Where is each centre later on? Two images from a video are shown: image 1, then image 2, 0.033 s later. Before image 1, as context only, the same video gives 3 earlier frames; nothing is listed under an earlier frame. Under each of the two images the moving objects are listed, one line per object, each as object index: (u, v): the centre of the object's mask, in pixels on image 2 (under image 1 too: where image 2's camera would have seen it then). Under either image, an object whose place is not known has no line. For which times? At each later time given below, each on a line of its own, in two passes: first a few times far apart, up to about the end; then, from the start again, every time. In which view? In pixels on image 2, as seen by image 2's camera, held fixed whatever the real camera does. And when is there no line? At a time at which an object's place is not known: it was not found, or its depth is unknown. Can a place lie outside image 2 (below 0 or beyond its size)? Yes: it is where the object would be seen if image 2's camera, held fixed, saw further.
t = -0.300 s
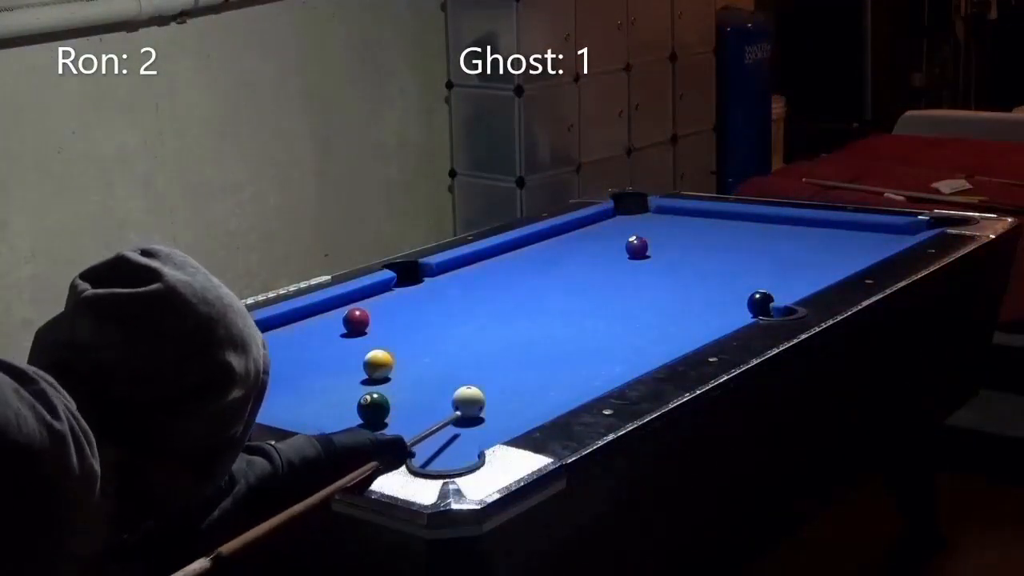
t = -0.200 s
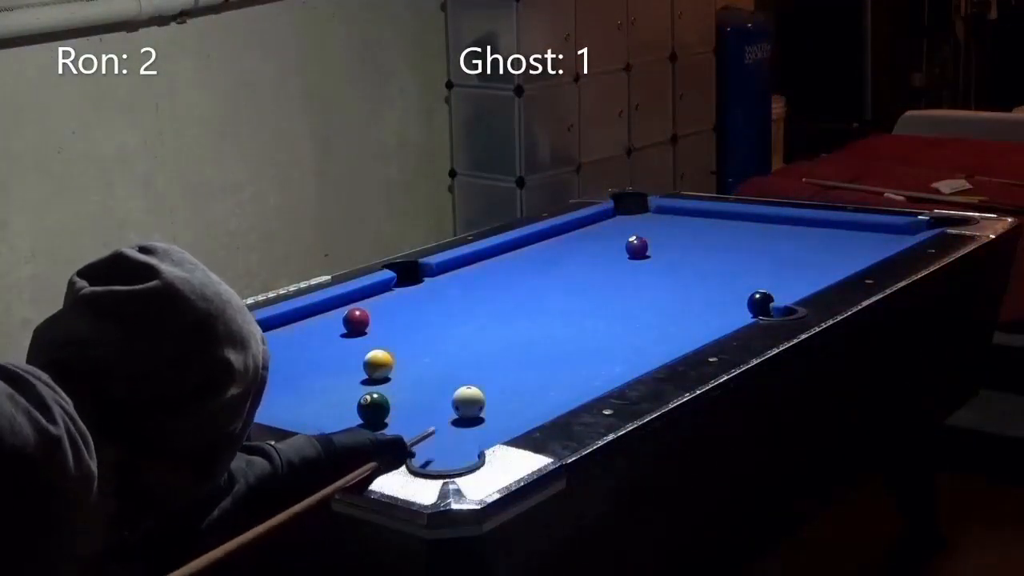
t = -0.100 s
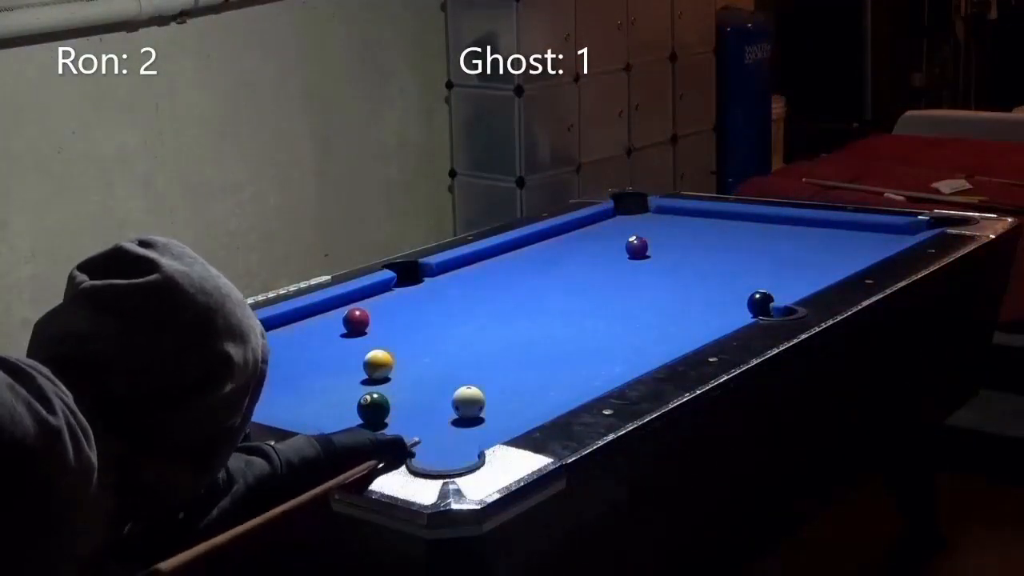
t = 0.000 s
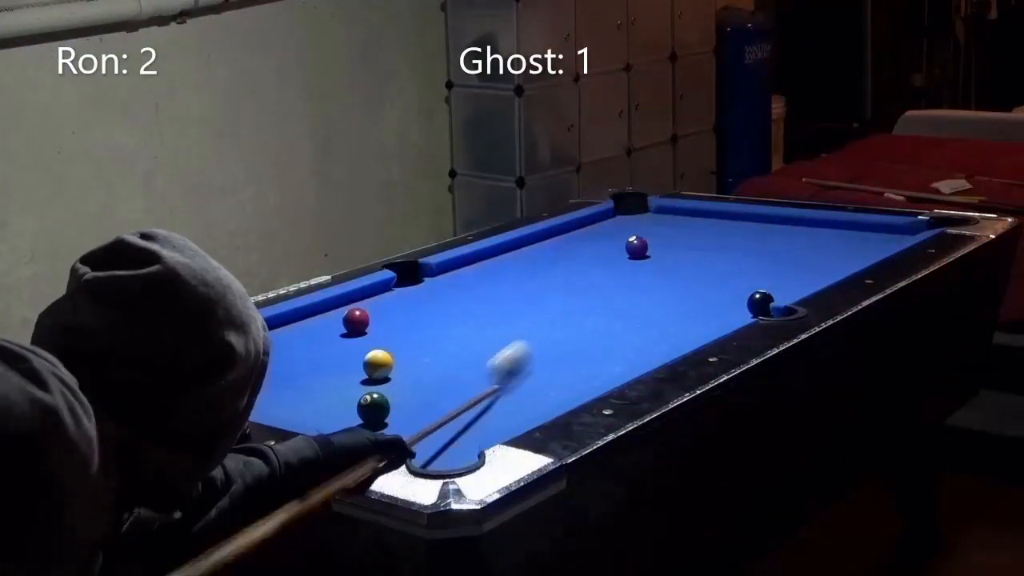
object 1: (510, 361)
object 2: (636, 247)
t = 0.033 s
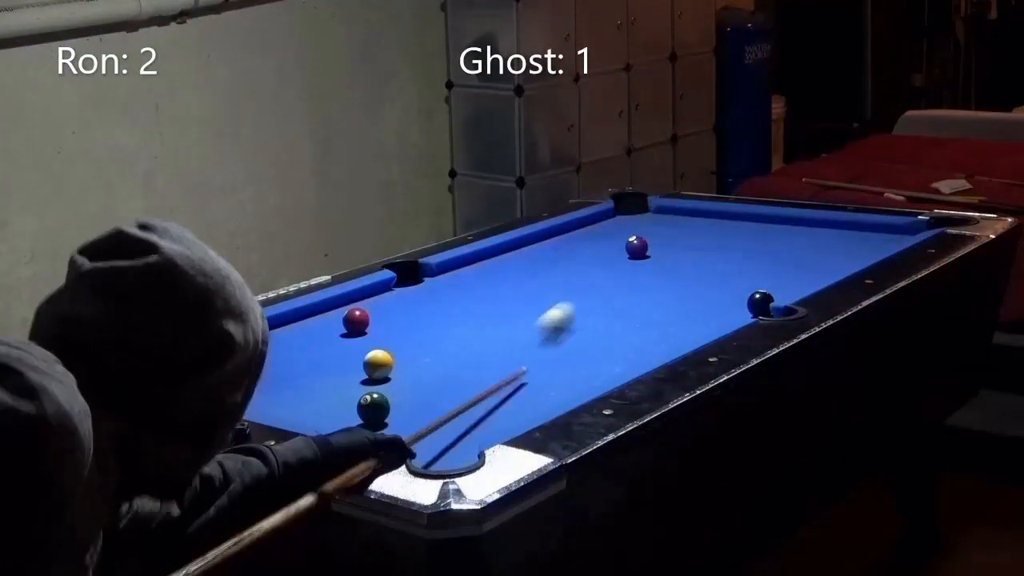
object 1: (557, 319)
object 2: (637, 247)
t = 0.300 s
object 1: (747, 231)
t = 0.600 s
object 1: (837, 242)
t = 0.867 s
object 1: (806, 265)
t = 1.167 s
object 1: (688, 282)
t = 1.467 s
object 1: (586, 297)
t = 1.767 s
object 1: (491, 311)
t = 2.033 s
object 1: (419, 321)
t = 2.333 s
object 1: (352, 331)
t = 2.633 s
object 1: (303, 338)
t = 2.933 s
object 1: (273, 343)
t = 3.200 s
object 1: (260, 344)
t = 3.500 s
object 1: (259, 344)
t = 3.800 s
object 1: (259, 344)
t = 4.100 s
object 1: (259, 344)
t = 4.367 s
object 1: (259, 344)
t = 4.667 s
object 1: (259, 344)
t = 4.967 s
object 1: (259, 344)
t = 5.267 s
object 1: (259, 344)
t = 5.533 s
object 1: (259, 344)
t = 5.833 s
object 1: (259, 344)
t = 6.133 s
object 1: (259, 344)
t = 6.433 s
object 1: (259, 344)
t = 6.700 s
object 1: (259, 344)
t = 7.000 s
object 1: (259, 344)
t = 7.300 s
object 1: (259, 344)
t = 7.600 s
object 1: (259, 344)
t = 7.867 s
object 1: (259, 344)
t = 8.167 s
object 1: (259, 344)
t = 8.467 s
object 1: (259, 344)
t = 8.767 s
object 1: (259, 344)
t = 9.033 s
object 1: (259, 345)
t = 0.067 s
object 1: (595, 285)
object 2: (637, 247)
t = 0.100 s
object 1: (624, 258)
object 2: (638, 244)
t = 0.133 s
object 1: (648, 250)
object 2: (639, 231)
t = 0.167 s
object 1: (669, 249)
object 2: (645, 216)
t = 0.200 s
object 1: (689, 245)
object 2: (629, 205)
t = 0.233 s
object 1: (709, 241)
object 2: (638, 210)
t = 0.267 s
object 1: (728, 236)
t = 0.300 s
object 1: (747, 231)
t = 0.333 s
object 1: (765, 227)
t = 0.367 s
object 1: (783, 222)
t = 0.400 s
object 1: (796, 220)
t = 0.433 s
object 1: (802, 224)
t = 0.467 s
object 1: (809, 228)
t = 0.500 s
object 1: (816, 231)
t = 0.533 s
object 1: (823, 235)
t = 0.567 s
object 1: (830, 238)
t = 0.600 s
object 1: (837, 242)
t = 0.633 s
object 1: (844, 246)
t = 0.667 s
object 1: (851, 250)
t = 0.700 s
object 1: (858, 251)
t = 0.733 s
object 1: (860, 254)
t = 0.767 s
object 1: (846, 257)
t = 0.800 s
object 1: (833, 261)
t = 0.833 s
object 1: (819, 263)
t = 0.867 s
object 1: (806, 265)
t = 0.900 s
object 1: (792, 267)
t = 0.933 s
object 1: (778, 269)
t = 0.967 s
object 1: (765, 271)
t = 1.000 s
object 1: (752, 273)
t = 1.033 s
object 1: (739, 275)
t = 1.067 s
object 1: (726, 277)
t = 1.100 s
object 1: (713, 278)
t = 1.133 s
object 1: (700, 280)
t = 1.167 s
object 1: (688, 282)
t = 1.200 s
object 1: (675, 283)
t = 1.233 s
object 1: (663, 285)
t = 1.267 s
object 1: (651, 287)
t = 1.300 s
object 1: (639, 289)
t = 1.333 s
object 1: (627, 291)
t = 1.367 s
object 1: (621, 292)
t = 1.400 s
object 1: (609, 293)
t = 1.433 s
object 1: (598, 295)
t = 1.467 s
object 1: (586, 297)
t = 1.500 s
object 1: (575, 299)
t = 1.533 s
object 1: (563, 300)
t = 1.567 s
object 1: (553, 302)
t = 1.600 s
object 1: (542, 303)
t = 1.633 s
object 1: (531, 305)
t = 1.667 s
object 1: (521, 306)
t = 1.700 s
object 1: (511, 308)
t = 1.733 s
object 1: (501, 309)
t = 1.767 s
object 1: (491, 311)
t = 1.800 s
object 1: (481, 312)
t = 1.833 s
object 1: (472, 314)
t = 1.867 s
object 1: (462, 315)
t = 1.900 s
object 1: (453, 316)
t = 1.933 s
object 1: (444, 317)
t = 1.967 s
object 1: (436, 319)
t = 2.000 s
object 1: (427, 320)
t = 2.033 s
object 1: (419, 321)
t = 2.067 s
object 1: (410, 323)
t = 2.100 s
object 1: (402, 324)
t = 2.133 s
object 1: (394, 325)
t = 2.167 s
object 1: (387, 326)
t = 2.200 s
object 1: (379, 327)
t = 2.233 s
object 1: (373, 328)
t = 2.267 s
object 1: (365, 329)
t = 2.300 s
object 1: (359, 330)
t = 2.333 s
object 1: (352, 331)
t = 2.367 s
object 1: (346, 332)
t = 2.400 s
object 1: (340, 333)
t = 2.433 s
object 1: (334, 334)
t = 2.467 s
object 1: (328, 334)
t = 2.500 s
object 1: (323, 335)
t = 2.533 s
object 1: (318, 336)
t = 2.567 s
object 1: (313, 337)
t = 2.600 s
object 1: (308, 338)
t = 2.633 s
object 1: (303, 338)
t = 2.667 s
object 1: (299, 339)
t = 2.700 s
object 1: (295, 339)
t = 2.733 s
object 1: (291, 340)
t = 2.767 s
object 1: (288, 341)
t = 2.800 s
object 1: (284, 341)
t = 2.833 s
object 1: (281, 341)
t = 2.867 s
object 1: (278, 342)
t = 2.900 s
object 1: (275, 342)
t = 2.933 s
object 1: (273, 343)
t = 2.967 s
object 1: (270, 343)
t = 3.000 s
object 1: (268, 343)
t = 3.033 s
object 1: (266, 343)
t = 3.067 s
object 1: (264, 344)
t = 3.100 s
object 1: (263, 344)
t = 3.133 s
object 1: (262, 344)
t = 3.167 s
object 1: (261, 344)
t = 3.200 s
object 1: (260, 344)
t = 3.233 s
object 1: (260, 344)
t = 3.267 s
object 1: (260, 344)
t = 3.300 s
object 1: (259, 344)
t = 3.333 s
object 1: (259, 344)
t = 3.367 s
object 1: (259, 344)
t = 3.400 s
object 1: (259, 344)
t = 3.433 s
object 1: (259, 344)
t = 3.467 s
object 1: (259, 344)
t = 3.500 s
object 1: (259, 344)
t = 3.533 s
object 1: (259, 344)
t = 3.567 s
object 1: (259, 344)
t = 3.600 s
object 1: (259, 344)
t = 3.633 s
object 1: (259, 344)
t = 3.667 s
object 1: (259, 344)
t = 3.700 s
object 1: (259, 344)
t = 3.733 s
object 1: (259, 344)
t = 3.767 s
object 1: (259, 344)
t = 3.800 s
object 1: (259, 344)
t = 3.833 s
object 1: (259, 344)
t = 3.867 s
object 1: (259, 344)
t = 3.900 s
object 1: (259, 344)
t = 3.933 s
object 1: (259, 344)
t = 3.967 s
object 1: (259, 344)
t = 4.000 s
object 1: (259, 344)
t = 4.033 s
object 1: (259, 344)
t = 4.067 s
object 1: (259, 344)
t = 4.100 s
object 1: (259, 344)
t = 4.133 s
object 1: (259, 344)
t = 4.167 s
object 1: (259, 344)
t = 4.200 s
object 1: (259, 344)
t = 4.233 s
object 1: (259, 344)
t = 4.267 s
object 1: (259, 344)
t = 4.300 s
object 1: (259, 344)
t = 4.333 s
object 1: (259, 344)
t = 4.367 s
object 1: (259, 344)
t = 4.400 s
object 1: (259, 344)
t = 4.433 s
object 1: (259, 344)
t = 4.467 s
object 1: (259, 344)
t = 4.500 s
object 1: (259, 344)
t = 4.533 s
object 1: (259, 344)
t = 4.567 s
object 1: (259, 344)
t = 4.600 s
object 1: (259, 344)
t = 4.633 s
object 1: (259, 344)
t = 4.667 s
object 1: (259, 344)
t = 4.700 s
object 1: (259, 344)
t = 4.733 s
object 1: (259, 344)
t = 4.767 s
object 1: (259, 344)
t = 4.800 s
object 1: (259, 344)
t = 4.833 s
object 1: (259, 344)
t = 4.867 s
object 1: (259, 344)
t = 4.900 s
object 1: (259, 344)
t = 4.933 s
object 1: (259, 344)
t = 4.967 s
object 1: (259, 344)
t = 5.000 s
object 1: (259, 344)
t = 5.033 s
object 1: (259, 344)
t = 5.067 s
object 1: (259, 344)
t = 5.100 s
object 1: (259, 344)
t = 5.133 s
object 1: (259, 344)
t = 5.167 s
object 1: (259, 344)
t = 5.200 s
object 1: (259, 344)
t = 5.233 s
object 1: (259, 344)
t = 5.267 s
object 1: (259, 344)
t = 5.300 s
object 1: (259, 344)
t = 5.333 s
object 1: (259, 344)
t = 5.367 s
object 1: (259, 344)
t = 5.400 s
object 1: (259, 344)
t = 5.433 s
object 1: (259, 344)
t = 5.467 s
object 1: (259, 344)
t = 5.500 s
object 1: (259, 344)
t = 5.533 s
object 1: (259, 344)
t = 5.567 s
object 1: (259, 344)
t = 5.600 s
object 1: (259, 344)
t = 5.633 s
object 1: (259, 344)
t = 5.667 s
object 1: (259, 344)
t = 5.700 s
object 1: (259, 344)
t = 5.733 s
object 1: (259, 344)
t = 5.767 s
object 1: (259, 344)
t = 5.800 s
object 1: (259, 344)
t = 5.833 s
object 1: (259, 344)
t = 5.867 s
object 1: (259, 344)
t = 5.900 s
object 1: (259, 344)
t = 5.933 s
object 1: (259, 344)
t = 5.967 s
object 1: (259, 344)
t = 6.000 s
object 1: (259, 344)
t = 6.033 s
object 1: (259, 344)
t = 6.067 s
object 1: (259, 344)
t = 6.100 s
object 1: (259, 344)
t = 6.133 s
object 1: (259, 344)
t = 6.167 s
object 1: (259, 344)
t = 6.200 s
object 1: (259, 344)
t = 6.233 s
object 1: (259, 344)
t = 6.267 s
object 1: (259, 344)
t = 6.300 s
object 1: (259, 344)
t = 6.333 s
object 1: (259, 344)
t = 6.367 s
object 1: (259, 344)
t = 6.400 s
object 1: (259, 344)
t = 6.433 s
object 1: (259, 344)
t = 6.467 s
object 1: (259, 344)
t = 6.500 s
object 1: (259, 344)
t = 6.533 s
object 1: (259, 344)
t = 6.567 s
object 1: (259, 344)
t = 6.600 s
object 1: (259, 344)
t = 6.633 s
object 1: (259, 344)
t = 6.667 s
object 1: (259, 344)
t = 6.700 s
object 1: (259, 344)
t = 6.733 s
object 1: (259, 344)
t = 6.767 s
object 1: (259, 344)
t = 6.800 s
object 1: (259, 344)
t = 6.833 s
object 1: (259, 344)
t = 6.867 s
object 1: (259, 344)
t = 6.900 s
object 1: (259, 344)
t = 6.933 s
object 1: (259, 344)
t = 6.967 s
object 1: (259, 344)
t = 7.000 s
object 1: (259, 344)
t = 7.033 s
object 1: (259, 344)
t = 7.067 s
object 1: (259, 344)
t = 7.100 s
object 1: (259, 344)
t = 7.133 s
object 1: (259, 344)
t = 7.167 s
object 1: (259, 344)
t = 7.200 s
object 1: (259, 344)
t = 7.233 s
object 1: (259, 344)
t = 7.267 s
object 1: (259, 344)
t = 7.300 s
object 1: (259, 344)
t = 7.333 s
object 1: (259, 344)
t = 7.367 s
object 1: (259, 344)
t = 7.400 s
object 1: (259, 344)
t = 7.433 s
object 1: (259, 345)
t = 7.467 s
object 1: (259, 344)
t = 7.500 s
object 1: (259, 344)
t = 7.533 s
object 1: (259, 344)
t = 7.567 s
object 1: (259, 344)
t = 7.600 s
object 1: (259, 344)
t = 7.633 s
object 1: (259, 344)
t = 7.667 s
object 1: (259, 344)
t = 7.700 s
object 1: (259, 345)
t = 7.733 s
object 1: (259, 344)
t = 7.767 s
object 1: (259, 344)
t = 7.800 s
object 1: (259, 344)
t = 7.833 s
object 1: (259, 344)
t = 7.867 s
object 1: (259, 344)
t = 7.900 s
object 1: (259, 344)
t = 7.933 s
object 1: (259, 344)
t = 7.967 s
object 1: (259, 344)
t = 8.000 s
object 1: (259, 344)
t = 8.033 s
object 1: (259, 344)
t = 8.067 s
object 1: (259, 344)
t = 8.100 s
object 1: (259, 344)
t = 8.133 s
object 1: (259, 344)
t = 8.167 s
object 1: (259, 344)
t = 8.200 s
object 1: (259, 344)
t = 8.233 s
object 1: (259, 344)
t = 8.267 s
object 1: (259, 344)
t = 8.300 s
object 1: (259, 344)
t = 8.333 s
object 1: (259, 344)
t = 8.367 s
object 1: (259, 344)
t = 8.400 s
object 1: (259, 344)
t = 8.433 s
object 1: (259, 344)
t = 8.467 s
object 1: (259, 344)
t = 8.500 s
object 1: (259, 344)
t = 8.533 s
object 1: (259, 344)
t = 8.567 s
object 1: (259, 345)
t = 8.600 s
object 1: (259, 344)
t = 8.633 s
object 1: (259, 344)
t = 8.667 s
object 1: (259, 344)
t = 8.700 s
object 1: (259, 344)
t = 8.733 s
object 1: (259, 344)
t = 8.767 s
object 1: (259, 344)
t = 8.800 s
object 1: (259, 344)
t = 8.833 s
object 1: (259, 345)
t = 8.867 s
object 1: (259, 344)
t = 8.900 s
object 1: (259, 344)
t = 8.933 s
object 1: (259, 344)
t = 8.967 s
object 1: (259, 344)
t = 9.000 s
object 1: (259, 344)
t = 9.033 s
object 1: (259, 345)
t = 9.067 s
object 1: (259, 344)
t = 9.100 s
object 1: (259, 345)
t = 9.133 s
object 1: (259, 345)
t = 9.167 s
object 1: (259, 344)
